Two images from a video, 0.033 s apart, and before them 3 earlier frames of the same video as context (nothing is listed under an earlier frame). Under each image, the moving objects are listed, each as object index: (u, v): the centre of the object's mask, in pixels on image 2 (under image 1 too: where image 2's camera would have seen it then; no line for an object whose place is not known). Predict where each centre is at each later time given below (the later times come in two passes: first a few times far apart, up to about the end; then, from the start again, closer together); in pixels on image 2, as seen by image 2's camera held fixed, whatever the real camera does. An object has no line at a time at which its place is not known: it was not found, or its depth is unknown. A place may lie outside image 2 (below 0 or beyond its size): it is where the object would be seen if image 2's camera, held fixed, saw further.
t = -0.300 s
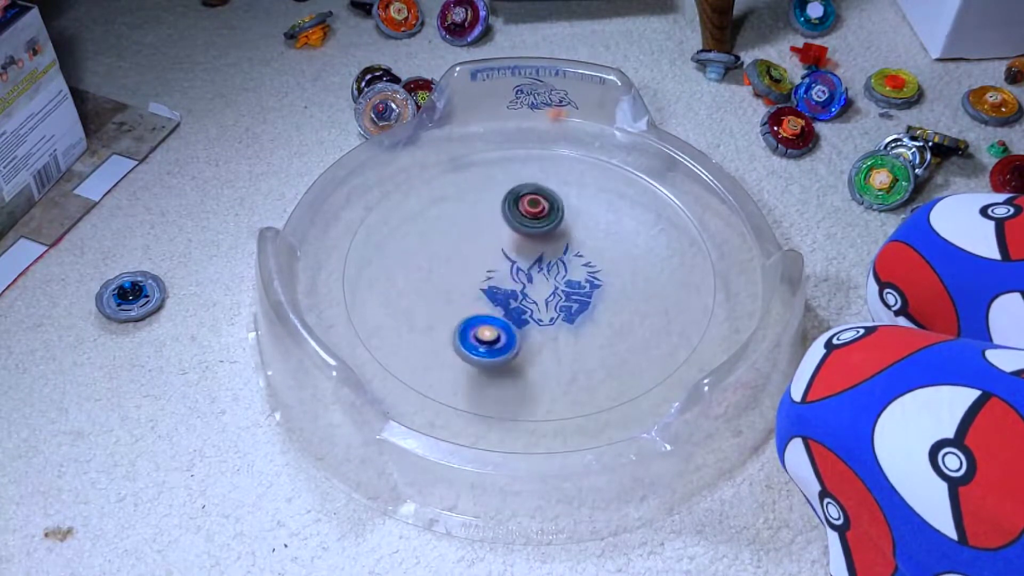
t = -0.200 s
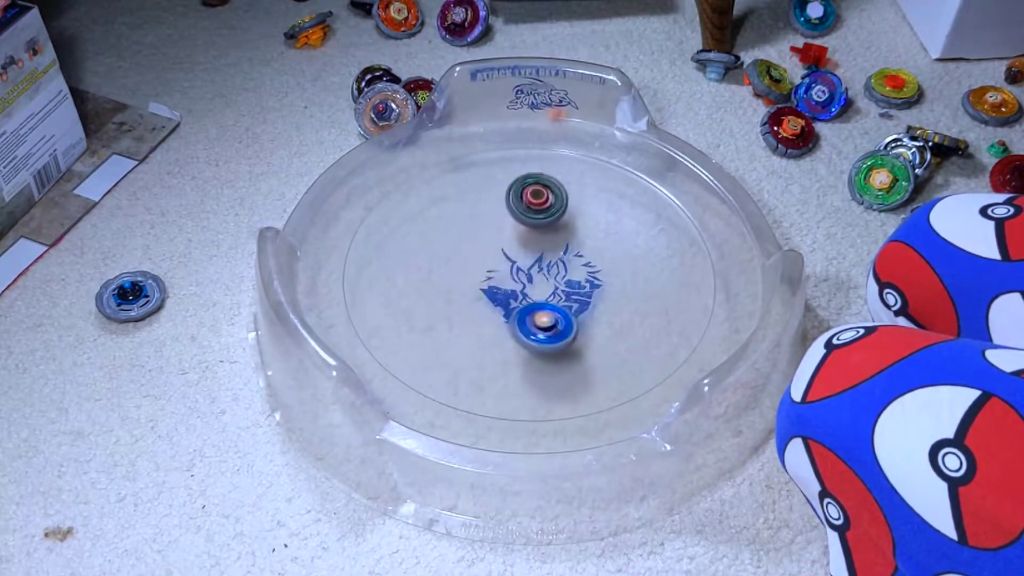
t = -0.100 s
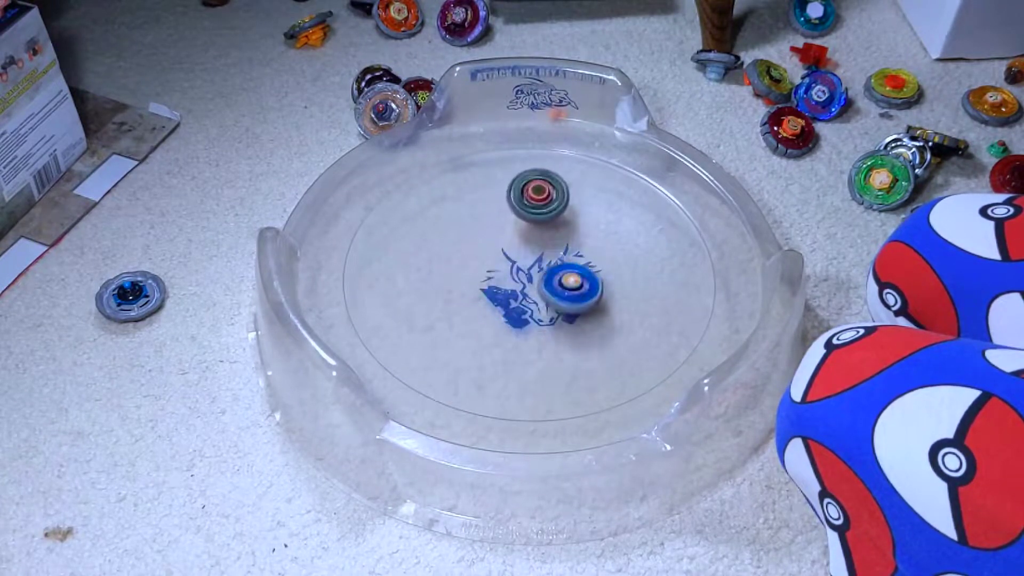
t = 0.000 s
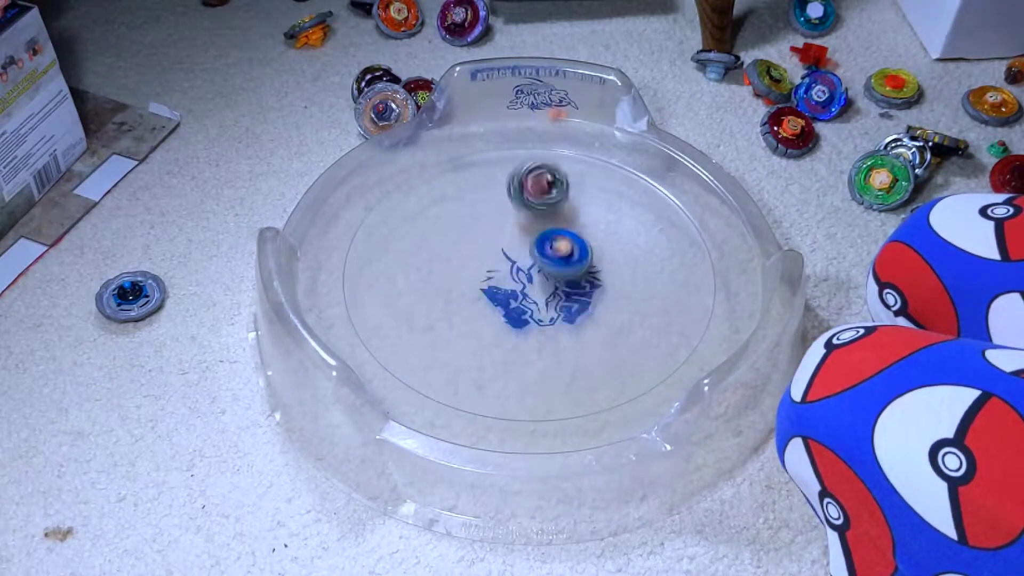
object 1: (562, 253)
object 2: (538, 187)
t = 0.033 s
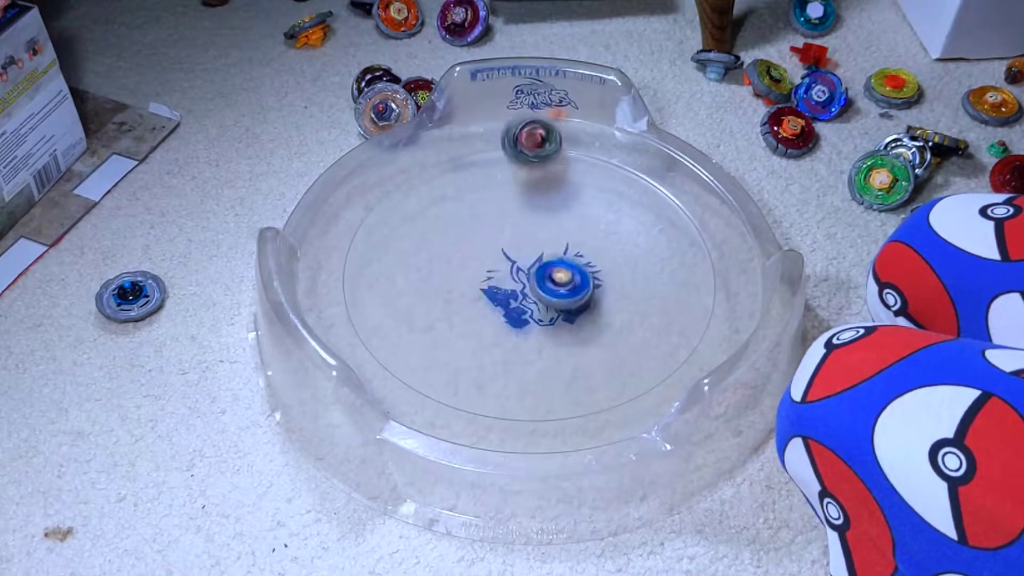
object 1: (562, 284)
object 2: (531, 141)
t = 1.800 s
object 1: (535, 308)
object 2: (588, 243)
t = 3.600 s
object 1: (540, 264)
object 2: (469, 342)
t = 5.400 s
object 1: (563, 273)
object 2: (552, 221)
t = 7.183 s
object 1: (526, 257)
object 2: (465, 294)
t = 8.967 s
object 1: (503, 284)
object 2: (604, 250)
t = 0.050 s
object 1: (561, 296)
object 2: (529, 122)
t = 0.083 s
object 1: (562, 315)
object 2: (520, 101)
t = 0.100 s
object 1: (563, 322)
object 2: (515, 99)
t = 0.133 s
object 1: (566, 331)
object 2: (505, 102)
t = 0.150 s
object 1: (569, 333)
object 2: (499, 109)
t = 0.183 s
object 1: (578, 333)
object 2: (491, 123)
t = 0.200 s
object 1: (585, 333)
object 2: (487, 124)
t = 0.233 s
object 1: (600, 328)
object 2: (481, 136)
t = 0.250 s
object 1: (606, 324)
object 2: (477, 144)
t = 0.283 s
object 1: (616, 315)
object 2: (472, 157)
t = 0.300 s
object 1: (619, 310)
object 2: (471, 164)
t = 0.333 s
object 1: (623, 299)
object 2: (471, 177)
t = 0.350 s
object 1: (622, 293)
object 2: (471, 183)
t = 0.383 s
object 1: (618, 281)
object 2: (471, 195)
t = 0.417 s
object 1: (609, 271)
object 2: (472, 206)
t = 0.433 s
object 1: (603, 267)
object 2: (473, 211)
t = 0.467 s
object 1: (589, 260)
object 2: (474, 222)
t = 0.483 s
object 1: (581, 256)
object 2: (474, 228)
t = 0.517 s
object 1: (565, 252)
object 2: (477, 241)
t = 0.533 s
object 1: (556, 250)
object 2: (478, 248)
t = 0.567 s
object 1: (541, 249)
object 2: (478, 260)
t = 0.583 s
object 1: (537, 247)
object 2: (470, 266)
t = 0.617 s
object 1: (527, 250)
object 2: (459, 279)
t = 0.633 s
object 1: (520, 252)
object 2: (455, 285)
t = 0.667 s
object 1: (505, 255)
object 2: (450, 302)
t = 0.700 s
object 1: (494, 262)
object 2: (448, 317)
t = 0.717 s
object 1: (489, 266)
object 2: (449, 325)
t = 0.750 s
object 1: (481, 275)
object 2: (454, 340)
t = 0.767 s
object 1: (479, 280)
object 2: (457, 347)
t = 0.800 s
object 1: (477, 290)
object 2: (464, 358)
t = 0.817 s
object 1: (476, 296)
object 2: (467, 363)
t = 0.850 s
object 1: (479, 306)
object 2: (473, 369)
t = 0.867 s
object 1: (483, 311)
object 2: (476, 372)
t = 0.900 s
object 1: (492, 320)
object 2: (480, 376)
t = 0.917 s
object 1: (498, 323)
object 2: (482, 378)
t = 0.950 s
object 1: (511, 327)
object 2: (486, 381)
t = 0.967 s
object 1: (519, 328)
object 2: (488, 382)
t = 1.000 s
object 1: (535, 328)
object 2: (492, 385)
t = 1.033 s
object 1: (549, 324)
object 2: (497, 387)
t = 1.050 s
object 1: (556, 321)
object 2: (498, 388)
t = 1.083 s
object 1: (567, 312)
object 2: (502, 389)
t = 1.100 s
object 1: (571, 307)
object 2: (505, 390)
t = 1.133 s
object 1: (575, 296)
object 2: (509, 390)
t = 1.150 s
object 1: (576, 290)
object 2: (511, 391)
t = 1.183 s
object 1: (575, 279)
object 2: (515, 390)
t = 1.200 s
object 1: (573, 273)
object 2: (518, 389)
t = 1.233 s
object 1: (567, 262)
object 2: (523, 387)
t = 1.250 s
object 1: (562, 258)
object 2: (525, 386)
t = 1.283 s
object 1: (551, 249)
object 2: (530, 383)
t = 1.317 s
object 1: (539, 242)
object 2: (535, 380)
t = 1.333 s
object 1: (532, 239)
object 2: (537, 378)
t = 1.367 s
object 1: (517, 235)
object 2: (542, 374)
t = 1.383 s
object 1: (510, 235)
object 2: (544, 371)
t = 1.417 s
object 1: (496, 234)
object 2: (549, 366)
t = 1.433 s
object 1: (488, 235)
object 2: (552, 364)
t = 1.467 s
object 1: (475, 240)
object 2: (558, 358)
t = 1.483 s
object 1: (470, 243)
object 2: (560, 354)
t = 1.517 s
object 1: (460, 251)
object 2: (566, 347)
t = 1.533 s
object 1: (457, 256)
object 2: (569, 344)
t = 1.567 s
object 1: (454, 266)
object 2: (575, 335)
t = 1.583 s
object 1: (454, 272)
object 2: (577, 329)
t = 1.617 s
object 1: (457, 283)
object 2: (582, 317)
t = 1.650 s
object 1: (465, 293)
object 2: (586, 304)
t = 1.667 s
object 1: (471, 298)
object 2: (588, 298)
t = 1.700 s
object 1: (485, 305)
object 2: (589, 284)
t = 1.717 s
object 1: (493, 308)
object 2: (590, 278)
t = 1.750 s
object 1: (510, 311)
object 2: (590, 263)
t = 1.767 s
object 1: (518, 310)
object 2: (590, 256)
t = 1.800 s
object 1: (535, 308)
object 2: (588, 243)
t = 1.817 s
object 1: (542, 306)
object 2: (587, 237)
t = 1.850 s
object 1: (557, 299)
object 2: (584, 224)
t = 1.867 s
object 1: (563, 295)
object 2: (582, 218)
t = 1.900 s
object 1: (573, 284)
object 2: (578, 208)
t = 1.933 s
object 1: (580, 274)
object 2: (575, 201)
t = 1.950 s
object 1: (582, 268)
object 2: (573, 197)
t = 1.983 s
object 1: (584, 256)
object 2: (569, 191)
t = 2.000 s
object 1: (584, 250)
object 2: (568, 188)
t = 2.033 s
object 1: (580, 239)
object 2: (565, 184)
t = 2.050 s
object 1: (577, 233)
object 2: (563, 182)
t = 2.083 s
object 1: (571, 233)
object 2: (559, 168)
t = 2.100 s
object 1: (568, 233)
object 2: (556, 162)
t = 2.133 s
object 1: (558, 230)
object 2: (552, 153)
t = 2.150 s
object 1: (552, 230)
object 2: (550, 151)
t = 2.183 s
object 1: (540, 230)
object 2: (548, 146)
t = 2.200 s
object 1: (534, 231)
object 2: (548, 144)
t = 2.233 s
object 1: (521, 235)
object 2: (546, 141)
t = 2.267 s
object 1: (512, 242)
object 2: (545, 139)
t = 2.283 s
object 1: (508, 247)
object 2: (545, 140)
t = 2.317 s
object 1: (502, 256)
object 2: (543, 142)
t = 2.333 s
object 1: (501, 261)
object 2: (543, 143)
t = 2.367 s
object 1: (503, 272)
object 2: (542, 144)
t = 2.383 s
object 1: (505, 277)
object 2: (542, 145)
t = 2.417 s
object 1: (512, 287)
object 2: (542, 146)
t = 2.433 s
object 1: (516, 291)
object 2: (542, 146)
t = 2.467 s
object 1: (527, 298)
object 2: (543, 148)
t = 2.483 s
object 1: (533, 301)
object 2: (544, 149)
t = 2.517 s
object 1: (546, 305)
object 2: (544, 152)
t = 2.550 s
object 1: (561, 305)
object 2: (545, 156)
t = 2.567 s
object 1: (567, 304)
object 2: (545, 158)
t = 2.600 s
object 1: (580, 301)
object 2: (544, 163)
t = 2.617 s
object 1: (586, 298)
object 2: (544, 165)
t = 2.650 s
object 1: (596, 291)
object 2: (543, 170)
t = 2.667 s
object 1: (598, 286)
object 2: (542, 173)
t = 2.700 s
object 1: (602, 277)
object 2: (540, 179)
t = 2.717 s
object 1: (602, 272)
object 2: (539, 182)
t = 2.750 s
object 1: (599, 263)
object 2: (537, 190)
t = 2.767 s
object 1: (596, 258)
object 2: (536, 194)
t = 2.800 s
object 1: (589, 251)
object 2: (533, 203)
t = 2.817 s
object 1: (584, 248)
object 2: (531, 208)
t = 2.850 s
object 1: (576, 245)
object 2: (522, 211)
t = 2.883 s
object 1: (569, 249)
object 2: (506, 212)
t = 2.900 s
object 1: (564, 251)
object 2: (498, 213)
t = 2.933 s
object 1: (553, 253)
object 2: (485, 219)
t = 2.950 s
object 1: (546, 256)
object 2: (478, 223)
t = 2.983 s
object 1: (536, 262)
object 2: (467, 234)
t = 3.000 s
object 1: (531, 265)
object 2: (462, 240)
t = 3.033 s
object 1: (523, 274)
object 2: (453, 252)
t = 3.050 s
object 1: (519, 278)
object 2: (450, 258)
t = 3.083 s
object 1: (516, 287)
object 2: (444, 269)
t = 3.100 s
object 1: (516, 292)
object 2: (442, 275)
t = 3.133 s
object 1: (516, 301)
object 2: (439, 286)
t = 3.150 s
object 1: (518, 305)
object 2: (438, 291)
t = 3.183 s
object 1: (522, 313)
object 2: (437, 299)
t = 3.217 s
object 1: (529, 320)
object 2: (437, 306)
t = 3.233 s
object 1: (534, 322)
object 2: (437, 309)
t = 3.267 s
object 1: (545, 325)
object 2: (438, 315)
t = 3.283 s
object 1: (551, 326)
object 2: (439, 317)
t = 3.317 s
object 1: (563, 324)
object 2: (440, 321)
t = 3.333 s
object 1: (568, 321)
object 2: (441, 323)
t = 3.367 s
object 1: (577, 315)
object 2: (442, 327)
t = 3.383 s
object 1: (580, 311)
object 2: (444, 328)
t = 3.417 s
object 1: (583, 302)
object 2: (446, 331)
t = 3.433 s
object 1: (583, 298)
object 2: (447, 333)
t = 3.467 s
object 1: (579, 289)
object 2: (451, 335)
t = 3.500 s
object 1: (572, 280)
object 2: (454, 337)
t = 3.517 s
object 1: (568, 277)
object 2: (457, 339)
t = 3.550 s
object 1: (557, 270)
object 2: (461, 340)
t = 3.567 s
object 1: (552, 268)
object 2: (463, 341)
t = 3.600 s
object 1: (540, 264)
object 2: (469, 342)
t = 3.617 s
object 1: (533, 262)
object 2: (471, 343)
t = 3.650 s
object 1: (520, 261)
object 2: (477, 343)
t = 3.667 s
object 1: (513, 260)
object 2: (480, 343)
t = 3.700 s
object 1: (500, 261)
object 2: (485, 343)
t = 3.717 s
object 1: (494, 261)
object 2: (488, 342)
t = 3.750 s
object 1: (483, 265)
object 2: (494, 342)
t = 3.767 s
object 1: (479, 268)
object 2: (497, 341)
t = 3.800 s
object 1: (471, 274)
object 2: (503, 339)
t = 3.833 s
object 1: (467, 281)
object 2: (510, 338)
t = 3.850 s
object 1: (466, 285)
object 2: (513, 336)
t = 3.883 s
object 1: (466, 294)
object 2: (521, 334)
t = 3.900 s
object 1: (468, 298)
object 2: (525, 333)
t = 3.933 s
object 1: (474, 305)
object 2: (535, 330)
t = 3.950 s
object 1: (477, 306)
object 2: (542, 329)
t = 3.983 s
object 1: (478, 305)
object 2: (572, 336)
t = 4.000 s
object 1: (481, 303)
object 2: (585, 334)
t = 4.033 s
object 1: (489, 301)
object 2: (611, 334)
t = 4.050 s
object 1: (494, 300)
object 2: (623, 331)
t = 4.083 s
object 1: (503, 295)
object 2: (645, 326)
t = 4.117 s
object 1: (508, 288)
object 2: (665, 318)
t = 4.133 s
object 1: (511, 284)
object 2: (674, 314)
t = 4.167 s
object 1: (515, 275)
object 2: (693, 307)
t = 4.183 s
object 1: (516, 271)
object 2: (702, 303)
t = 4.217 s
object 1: (516, 262)
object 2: (710, 293)
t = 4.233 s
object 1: (516, 257)
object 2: (710, 288)
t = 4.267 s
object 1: (513, 249)
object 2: (706, 281)
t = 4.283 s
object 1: (511, 245)
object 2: (703, 276)
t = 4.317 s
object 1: (506, 237)
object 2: (697, 268)
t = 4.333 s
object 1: (503, 234)
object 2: (693, 265)
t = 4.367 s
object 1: (495, 228)
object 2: (687, 259)
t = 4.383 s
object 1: (491, 227)
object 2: (684, 258)
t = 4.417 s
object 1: (483, 226)
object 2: (678, 255)
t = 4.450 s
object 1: (476, 228)
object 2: (674, 254)
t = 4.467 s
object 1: (474, 230)
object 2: (672, 254)
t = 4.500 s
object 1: (471, 236)
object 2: (669, 253)
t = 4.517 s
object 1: (470, 239)
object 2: (667, 253)
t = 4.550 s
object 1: (474, 247)
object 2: (662, 253)
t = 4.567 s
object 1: (477, 251)
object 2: (660, 253)
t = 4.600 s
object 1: (486, 257)
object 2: (655, 253)
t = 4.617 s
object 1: (491, 259)
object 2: (652, 253)
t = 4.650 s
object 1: (503, 263)
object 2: (647, 253)
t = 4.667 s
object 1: (509, 264)
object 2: (644, 253)
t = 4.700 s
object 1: (521, 264)
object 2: (637, 253)
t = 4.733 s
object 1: (533, 262)
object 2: (628, 252)
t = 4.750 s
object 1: (539, 261)
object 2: (623, 252)
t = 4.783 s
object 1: (547, 257)
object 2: (615, 250)
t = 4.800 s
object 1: (543, 255)
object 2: (620, 249)
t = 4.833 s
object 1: (539, 252)
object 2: (624, 249)
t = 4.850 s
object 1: (538, 251)
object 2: (624, 249)
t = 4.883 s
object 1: (536, 248)
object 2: (621, 248)
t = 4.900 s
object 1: (535, 246)
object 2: (619, 247)
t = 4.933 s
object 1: (531, 244)
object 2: (615, 245)
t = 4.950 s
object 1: (529, 244)
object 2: (613, 245)
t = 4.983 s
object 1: (525, 243)
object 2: (610, 243)
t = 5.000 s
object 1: (524, 244)
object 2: (608, 242)
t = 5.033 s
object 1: (521, 246)
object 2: (604, 241)
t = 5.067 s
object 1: (520, 250)
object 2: (600, 239)
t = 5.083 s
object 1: (520, 252)
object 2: (598, 238)
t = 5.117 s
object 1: (520, 256)
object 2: (593, 236)
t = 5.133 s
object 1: (521, 258)
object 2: (591, 235)
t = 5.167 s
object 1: (523, 262)
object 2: (586, 234)
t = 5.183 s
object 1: (525, 265)
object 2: (584, 233)
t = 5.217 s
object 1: (529, 269)
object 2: (579, 231)
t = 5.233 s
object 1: (532, 270)
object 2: (577, 230)
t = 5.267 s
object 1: (537, 273)
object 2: (572, 228)
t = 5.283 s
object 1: (539, 275)
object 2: (569, 228)
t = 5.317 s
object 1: (546, 276)
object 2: (564, 225)
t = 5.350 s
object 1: (554, 276)
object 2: (559, 223)
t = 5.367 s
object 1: (557, 275)
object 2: (557, 223)
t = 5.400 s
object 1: (563, 273)
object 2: (552, 221)
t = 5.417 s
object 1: (565, 272)
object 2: (550, 220)
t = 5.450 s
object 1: (569, 268)
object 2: (546, 218)
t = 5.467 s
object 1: (570, 266)
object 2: (544, 218)
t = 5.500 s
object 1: (571, 262)
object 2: (540, 216)
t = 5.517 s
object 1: (571, 261)
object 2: (538, 215)
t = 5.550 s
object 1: (568, 258)
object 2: (534, 213)
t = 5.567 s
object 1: (567, 257)
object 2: (533, 212)
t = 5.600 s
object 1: (563, 257)
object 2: (529, 211)
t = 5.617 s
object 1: (561, 257)
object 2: (528, 211)
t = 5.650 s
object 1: (556, 259)
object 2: (524, 209)
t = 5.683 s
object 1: (551, 260)
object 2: (521, 208)
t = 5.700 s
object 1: (549, 262)
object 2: (519, 207)
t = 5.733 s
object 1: (543, 266)
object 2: (516, 206)
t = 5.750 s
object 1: (542, 269)
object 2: (515, 205)
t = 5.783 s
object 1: (538, 274)
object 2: (512, 205)
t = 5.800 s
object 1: (537, 276)
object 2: (510, 205)
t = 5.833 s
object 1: (537, 282)
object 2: (507, 205)
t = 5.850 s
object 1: (539, 284)
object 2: (506, 206)
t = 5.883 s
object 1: (542, 290)
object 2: (504, 207)
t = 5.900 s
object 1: (545, 292)
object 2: (503, 208)
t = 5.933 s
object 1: (549, 295)
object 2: (500, 210)
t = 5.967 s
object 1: (554, 296)
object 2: (499, 213)
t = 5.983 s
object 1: (556, 296)
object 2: (498, 214)
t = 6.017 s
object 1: (561, 296)
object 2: (497, 217)
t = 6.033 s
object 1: (563, 295)
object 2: (496, 219)
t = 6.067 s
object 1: (565, 293)
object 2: (495, 221)
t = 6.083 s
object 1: (566, 292)
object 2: (494, 224)
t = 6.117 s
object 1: (565, 288)
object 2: (493, 227)
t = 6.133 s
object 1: (564, 287)
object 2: (492, 228)
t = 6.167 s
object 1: (562, 283)
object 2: (491, 232)
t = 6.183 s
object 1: (560, 281)
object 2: (490, 234)
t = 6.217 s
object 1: (555, 278)
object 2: (490, 238)
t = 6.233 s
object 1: (552, 276)
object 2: (489, 241)
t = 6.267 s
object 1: (544, 274)
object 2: (488, 246)
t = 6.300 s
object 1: (539, 274)
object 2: (483, 249)
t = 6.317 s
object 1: (536, 275)
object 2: (480, 250)
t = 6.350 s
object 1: (530, 278)
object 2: (477, 252)
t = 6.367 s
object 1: (529, 280)
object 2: (474, 252)
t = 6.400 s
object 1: (527, 285)
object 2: (470, 254)
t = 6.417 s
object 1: (527, 287)
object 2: (468, 255)
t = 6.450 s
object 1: (528, 292)
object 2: (464, 256)
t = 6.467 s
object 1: (529, 293)
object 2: (463, 257)
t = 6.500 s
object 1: (531, 296)
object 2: (461, 259)
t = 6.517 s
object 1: (532, 297)
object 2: (460, 259)
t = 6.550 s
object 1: (536, 299)
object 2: (457, 261)
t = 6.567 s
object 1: (537, 299)
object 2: (455, 261)
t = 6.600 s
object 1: (542, 299)
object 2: (453, 262)
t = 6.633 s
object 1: (546, 298)
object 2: (451, 262)
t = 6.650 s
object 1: (547, 296)
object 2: (450, 264)
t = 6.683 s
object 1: (551, 292)
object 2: (450, 264)
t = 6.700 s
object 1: (552, 290)
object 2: (450, 266)
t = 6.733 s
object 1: (551, 284)
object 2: (450, 267)
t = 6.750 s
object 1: (550, 282)
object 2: (451, 268)
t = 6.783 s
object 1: (545, 277)
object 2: (452, 269)
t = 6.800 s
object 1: (543, 274)
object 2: (454, 270)
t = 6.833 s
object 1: (537, 271)
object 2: (456, 272)
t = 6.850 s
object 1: (534, 270)
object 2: (458, 272)
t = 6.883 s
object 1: (526, 267)
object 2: (461, 274)
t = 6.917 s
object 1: (525, 266)
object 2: (457, 275)
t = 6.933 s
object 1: (524, 265)
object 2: (458, 276)
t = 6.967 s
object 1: (523, 263)
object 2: (461, 278)
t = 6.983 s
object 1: (522, 263)
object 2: (461, 280)
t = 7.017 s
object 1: (524, 260)
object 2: (458, 283)
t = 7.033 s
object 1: (525, 260)
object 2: (458, 284)
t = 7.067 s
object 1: (525, 259)
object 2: (459, 285)
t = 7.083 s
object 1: (525, 258)
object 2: (460, 287)
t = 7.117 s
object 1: (526, 257)
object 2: (461, 289)
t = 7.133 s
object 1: (526, 257)
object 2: (462, 290)
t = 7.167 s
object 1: (526, 257)
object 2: (464, 294)
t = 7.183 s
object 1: (526, 257)
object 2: (465, 294)
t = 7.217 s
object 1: (527, 257)
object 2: (468, 296)
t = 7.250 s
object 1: (528, 258)
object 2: (471, 298)
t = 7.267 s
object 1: (528, 258)
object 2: (473, 299)
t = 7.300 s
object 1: (529, 259)
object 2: (475, 299)
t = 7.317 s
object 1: (529, 259)
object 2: (477, 300)
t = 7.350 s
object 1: (531, 260)
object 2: (481, 302)
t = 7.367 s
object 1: (532, 261)
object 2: (483, 302)
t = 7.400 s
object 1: (534, 263)
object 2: (486, 304)
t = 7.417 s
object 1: (535, 264)
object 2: (488, 305)
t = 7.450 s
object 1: (538, 265)
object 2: (492, 306)
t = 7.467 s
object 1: (539, 266)
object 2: (494, 306)
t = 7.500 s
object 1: (542, 268)
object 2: (498, 308)
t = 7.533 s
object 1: (545, 269)
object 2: (502, 308)
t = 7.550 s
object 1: (547, 270)
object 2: (505, 309)
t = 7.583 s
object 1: (552, 270)
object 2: (508, 310)
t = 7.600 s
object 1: (554, 270)
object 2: (511, 310)
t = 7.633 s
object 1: (558, 269)
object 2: (514, 311)
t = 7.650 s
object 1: (559, 269)
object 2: (516, 311)
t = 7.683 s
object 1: (560, 267)
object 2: (520, 313)
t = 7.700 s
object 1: (561, 266)
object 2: (522, 313)
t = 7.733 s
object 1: (561, 264)
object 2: (526, 313)
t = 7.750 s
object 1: (561, 263)
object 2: (528, 314)
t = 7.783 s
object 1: (560, 262)
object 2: (531, 315)
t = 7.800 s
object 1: (559, 261)
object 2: (533, 315)
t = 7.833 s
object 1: (557, 261)
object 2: (536, 316)
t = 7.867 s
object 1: (554, 261)
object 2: (539, 316)
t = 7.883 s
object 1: (551, 261)
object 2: (541, 317)
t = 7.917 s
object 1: (547, 262)
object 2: (545, 318)
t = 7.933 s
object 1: (545, 263)
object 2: (546, 318)
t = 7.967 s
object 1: (541, 265)
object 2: (549, 319)
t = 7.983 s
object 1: (539, 267)
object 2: (551, 319)
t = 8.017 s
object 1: (535, 269)
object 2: (554, 319)
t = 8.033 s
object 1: (534, 271)
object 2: (555, 319)
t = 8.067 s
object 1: (532, 274)
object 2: (558, 319)
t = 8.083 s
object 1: (532, 275)
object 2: (561, 320)
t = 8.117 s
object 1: (530, 278)
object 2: (566, 324)
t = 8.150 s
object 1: (530, 279)
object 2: (568, 325)
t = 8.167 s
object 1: (531, 280)
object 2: (570, 325)
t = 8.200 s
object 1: (532, 281)
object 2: (573, 325)
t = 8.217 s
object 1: (533, 282)
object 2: (574, 326)
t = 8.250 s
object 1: (534, 282)
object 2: (576, 326)
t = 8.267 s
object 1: (536, 282)
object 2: (577, 326)
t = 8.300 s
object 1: (537, 282)
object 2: (578, 325)
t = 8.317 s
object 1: (539, 282)
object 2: (578, 325)
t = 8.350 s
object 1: (541, 280)
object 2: (579, 324)
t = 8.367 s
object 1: (541, 279)
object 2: (579, 324)
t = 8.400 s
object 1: (542, 276)
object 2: (579, 322)
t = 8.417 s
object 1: (542, 275)
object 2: (579, 321)
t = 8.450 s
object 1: (541, 272)
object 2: (579, 319)
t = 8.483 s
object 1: (538, 270)
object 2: (579, 316)
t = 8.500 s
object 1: (537, 268)
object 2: (579, 315)
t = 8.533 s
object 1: (533, 267)
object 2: (580, 313)
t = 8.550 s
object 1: (531, 267)
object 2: (579, 312)
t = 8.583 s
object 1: (527, 267)
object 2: (580, 308)
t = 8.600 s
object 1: (525, 267)
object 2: (580, 307)
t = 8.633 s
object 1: (521, 267)
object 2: (580, 303)
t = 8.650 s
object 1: (519, 268)
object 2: (580, 301)
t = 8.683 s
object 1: (515, 269)
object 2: (580, 297)
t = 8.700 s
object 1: (515, 270)
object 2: (580, 295)
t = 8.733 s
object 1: (514, 273)
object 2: (580, 290)
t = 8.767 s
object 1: (514, 276)
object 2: (581, 284)
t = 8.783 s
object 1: (515, 277)
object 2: (582, 281)
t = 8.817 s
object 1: (518, 280)
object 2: (583, 277)
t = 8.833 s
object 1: (518, 280)
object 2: (585, 274)
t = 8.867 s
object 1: (512, 282)
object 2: (594, 268)
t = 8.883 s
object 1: (510, 282)
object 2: (597, 264)
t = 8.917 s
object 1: (507, 283)
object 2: (601, 258)
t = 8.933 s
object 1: (505, 284)
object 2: (602, 256)
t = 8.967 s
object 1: (503, 284)
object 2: (604, 250)
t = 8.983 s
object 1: (503, 285)
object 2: (605, 249)
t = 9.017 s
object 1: (502, 286)
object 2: (607, 245)
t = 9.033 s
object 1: (501, 287)
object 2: (608, 243)
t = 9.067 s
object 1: (501, 287)
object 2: (609, 240)
